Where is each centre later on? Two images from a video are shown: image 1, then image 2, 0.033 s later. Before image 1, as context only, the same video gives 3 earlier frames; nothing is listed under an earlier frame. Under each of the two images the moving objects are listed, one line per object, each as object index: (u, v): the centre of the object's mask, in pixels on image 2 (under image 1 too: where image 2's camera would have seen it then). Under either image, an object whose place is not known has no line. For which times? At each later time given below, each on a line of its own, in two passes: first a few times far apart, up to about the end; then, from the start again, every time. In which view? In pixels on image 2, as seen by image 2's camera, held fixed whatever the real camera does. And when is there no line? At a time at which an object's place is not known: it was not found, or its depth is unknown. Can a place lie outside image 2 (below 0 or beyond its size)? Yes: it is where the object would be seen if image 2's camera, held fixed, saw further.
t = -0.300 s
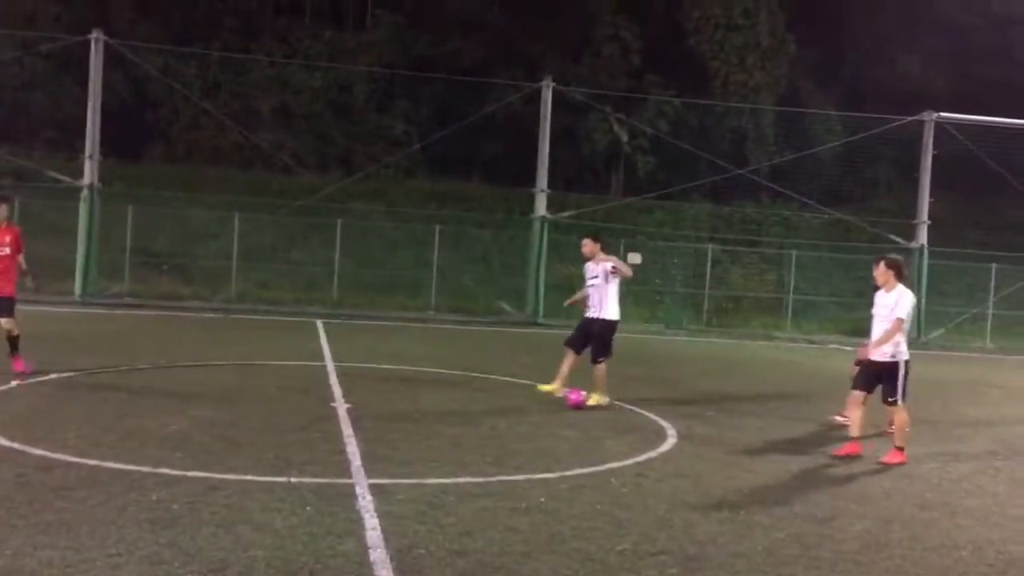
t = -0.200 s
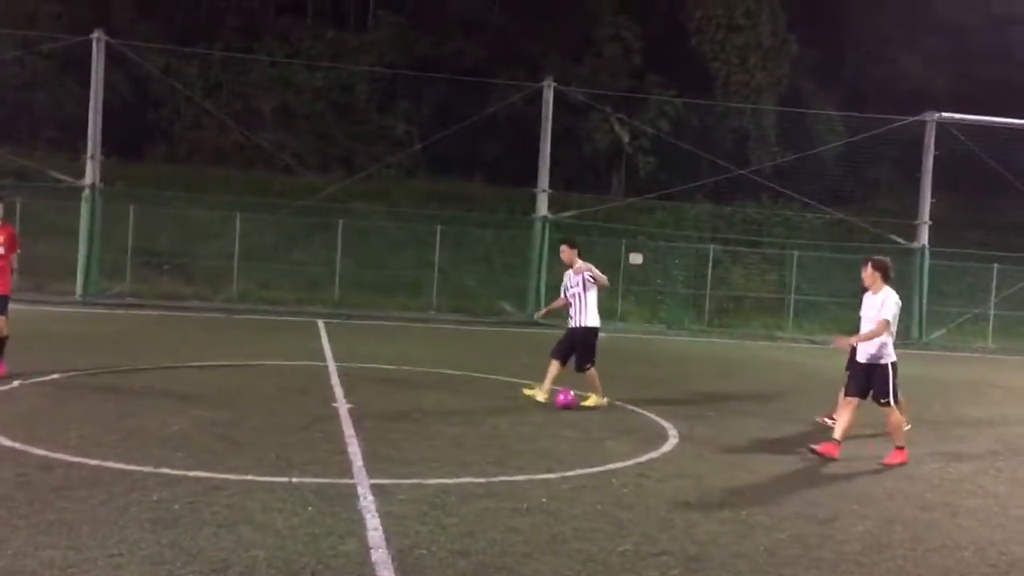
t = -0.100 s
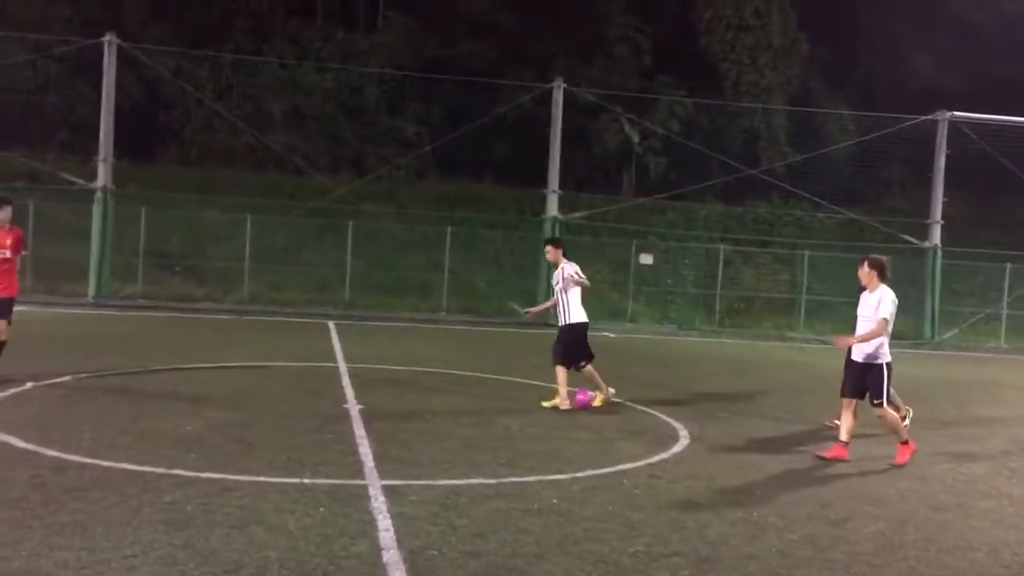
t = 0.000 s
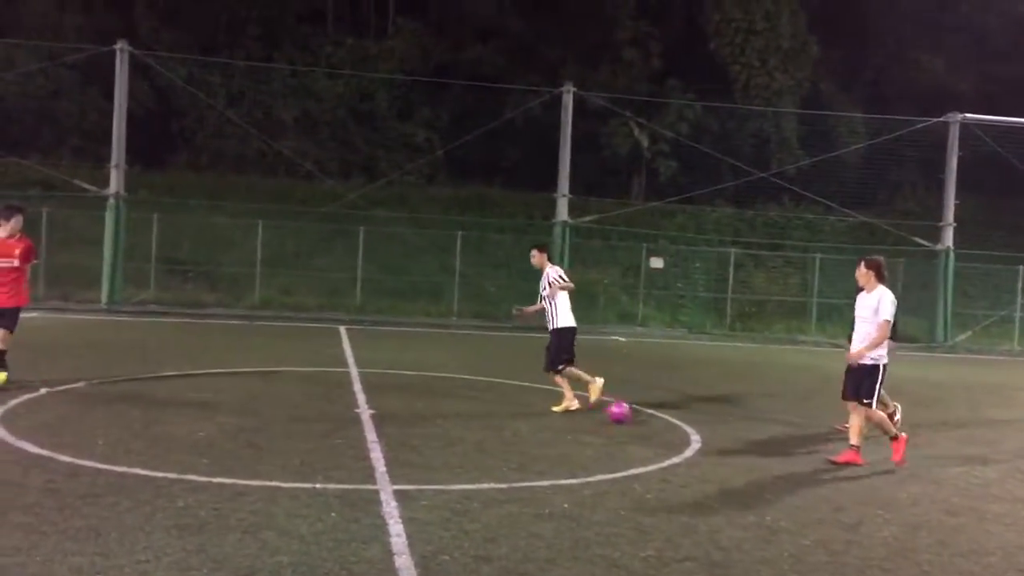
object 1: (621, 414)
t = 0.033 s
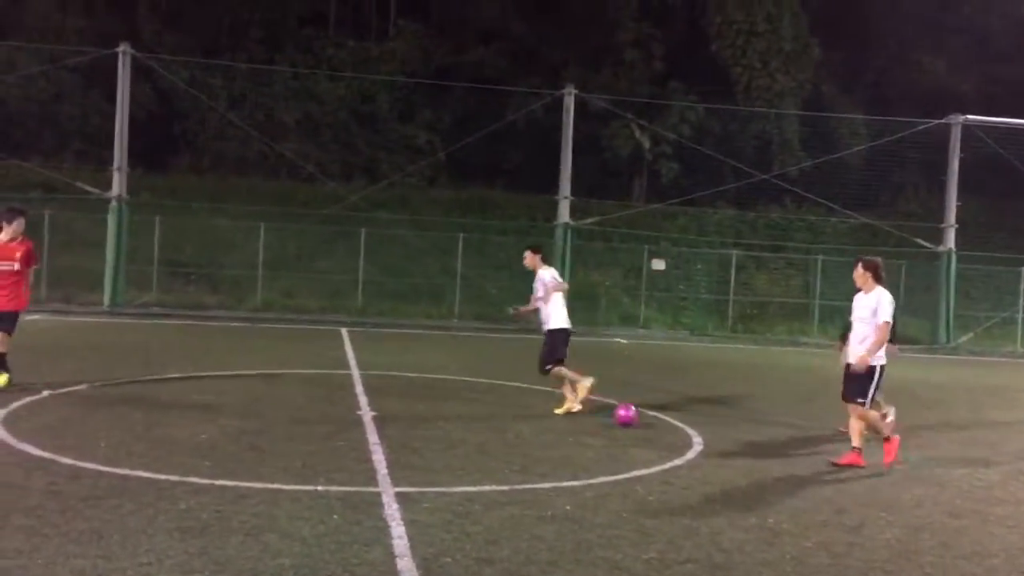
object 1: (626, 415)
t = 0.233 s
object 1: (651, 423)
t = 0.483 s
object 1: (676, 431)
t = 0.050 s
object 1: (629, 415)
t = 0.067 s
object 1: (631, 415)
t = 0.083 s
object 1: (634, 417)
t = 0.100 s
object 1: (637, 417)
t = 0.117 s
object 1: (639, 418)
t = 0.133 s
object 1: (642, 419)
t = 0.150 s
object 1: (643, 420)
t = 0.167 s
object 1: (645, 420)
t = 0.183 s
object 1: (647, 421)
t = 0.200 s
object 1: (648, 422)
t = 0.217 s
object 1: (650, 422)
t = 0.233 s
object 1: (651, 423)
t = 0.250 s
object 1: (653, 424)
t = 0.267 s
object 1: (655, 424)
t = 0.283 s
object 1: (656, 425)
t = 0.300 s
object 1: (658, 425)
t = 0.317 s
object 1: (660, 426)
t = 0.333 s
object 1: (661, 426)
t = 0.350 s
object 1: (662, 426)
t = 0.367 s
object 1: (664, 427)
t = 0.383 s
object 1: (665, 428)
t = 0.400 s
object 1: (667, 428)
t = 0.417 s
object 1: (669, 429)
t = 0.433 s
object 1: (671, 429)
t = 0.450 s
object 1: (672, 429)
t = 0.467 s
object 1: (674, 430)
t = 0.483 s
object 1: (676, 431)
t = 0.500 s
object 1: (678, 431)
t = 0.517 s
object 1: (680, 432)
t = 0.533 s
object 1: (681, 432)
